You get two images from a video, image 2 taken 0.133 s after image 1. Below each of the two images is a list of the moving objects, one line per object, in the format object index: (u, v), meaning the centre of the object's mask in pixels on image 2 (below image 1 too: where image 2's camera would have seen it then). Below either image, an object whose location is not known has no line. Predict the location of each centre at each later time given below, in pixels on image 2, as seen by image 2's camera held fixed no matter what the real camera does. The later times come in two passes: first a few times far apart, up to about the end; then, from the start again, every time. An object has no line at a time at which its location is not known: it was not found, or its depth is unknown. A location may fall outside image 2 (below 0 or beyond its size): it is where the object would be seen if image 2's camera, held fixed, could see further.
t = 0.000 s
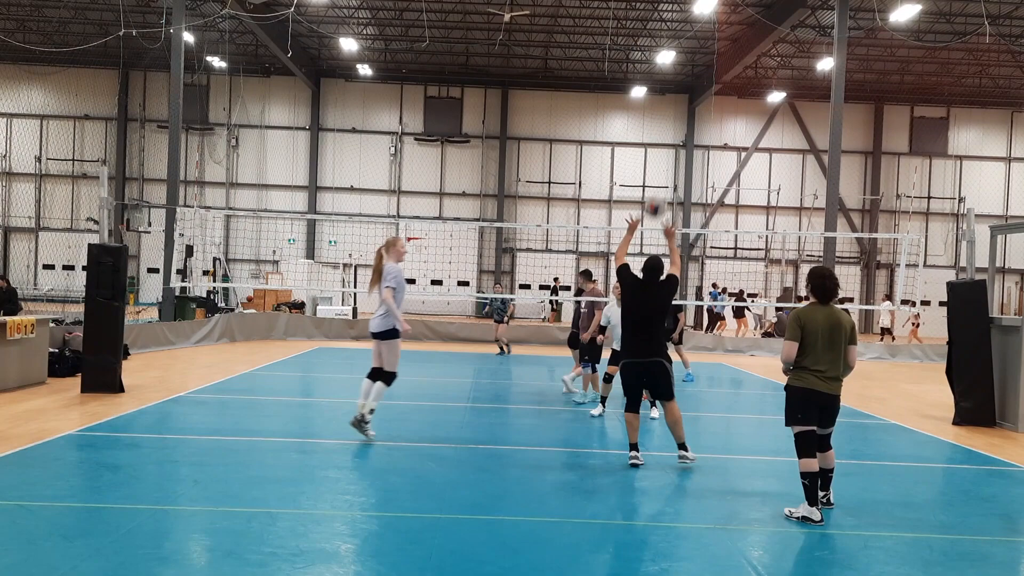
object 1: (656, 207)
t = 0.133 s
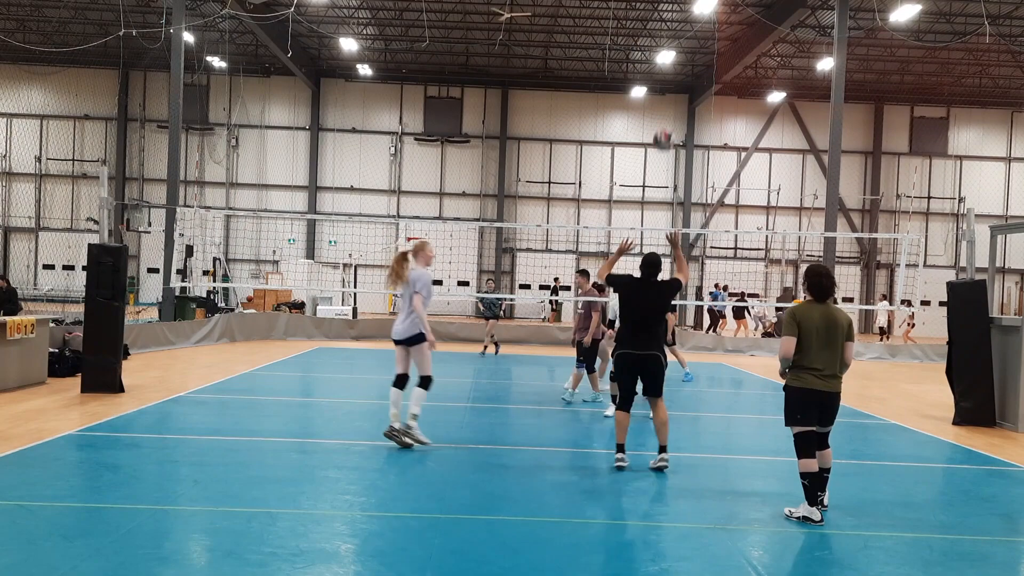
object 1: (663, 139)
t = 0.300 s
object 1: (672, 87)
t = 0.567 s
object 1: (681, 66)
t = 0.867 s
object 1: (686, 121)
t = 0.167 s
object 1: (666, 126)
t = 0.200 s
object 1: (668, 114)
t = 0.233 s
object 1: (669, 104)
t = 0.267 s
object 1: (671, 95)
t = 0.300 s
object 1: (672, 87)
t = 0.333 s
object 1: (674, 81)
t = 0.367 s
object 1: (676, 75)
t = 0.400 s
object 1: (677, 70)
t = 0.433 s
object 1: (679, 67)
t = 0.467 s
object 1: (680, 64)
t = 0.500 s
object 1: (680, 65)
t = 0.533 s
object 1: (680, 65)
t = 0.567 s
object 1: (681, 66)
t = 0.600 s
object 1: (682, 69)
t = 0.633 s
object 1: (683, 72)
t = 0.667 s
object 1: (684, 77)
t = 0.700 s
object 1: (684, 82)
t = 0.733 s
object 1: (685, 88)
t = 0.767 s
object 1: (685, 95)
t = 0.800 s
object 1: (685, 103)
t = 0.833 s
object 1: (686, 112)
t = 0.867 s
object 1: (686, 121)
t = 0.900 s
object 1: (686, 133)
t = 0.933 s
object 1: (686, 144)
